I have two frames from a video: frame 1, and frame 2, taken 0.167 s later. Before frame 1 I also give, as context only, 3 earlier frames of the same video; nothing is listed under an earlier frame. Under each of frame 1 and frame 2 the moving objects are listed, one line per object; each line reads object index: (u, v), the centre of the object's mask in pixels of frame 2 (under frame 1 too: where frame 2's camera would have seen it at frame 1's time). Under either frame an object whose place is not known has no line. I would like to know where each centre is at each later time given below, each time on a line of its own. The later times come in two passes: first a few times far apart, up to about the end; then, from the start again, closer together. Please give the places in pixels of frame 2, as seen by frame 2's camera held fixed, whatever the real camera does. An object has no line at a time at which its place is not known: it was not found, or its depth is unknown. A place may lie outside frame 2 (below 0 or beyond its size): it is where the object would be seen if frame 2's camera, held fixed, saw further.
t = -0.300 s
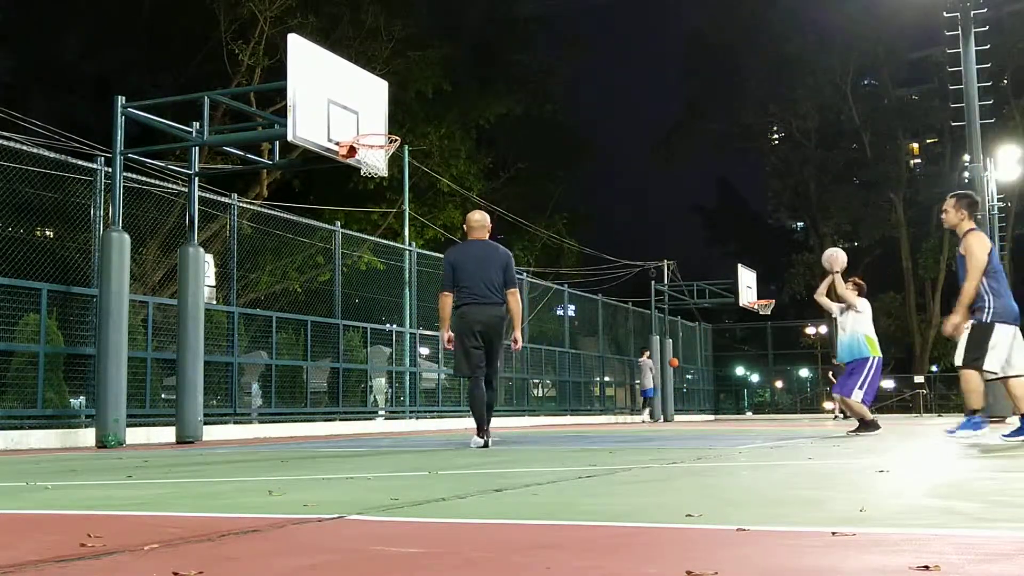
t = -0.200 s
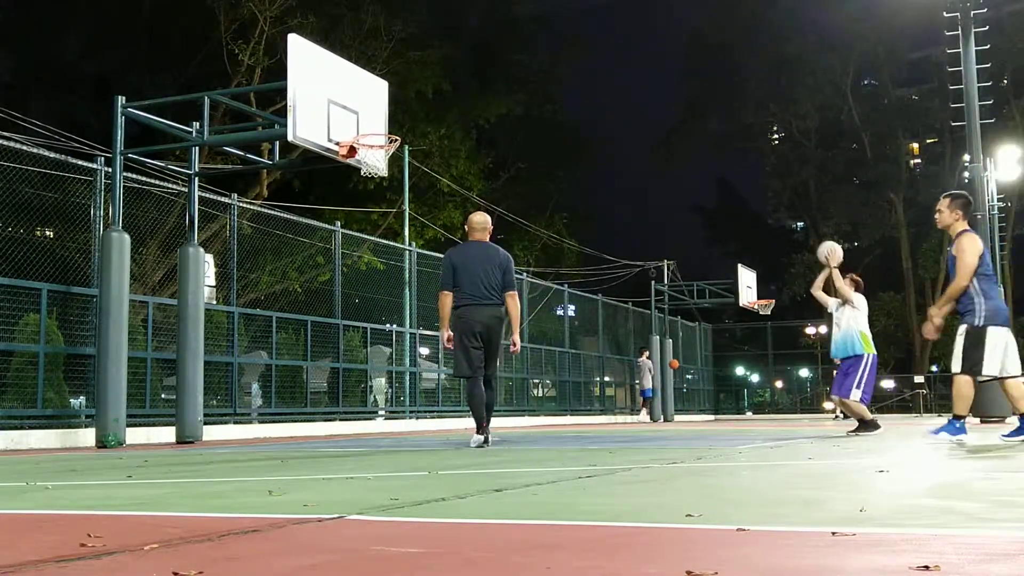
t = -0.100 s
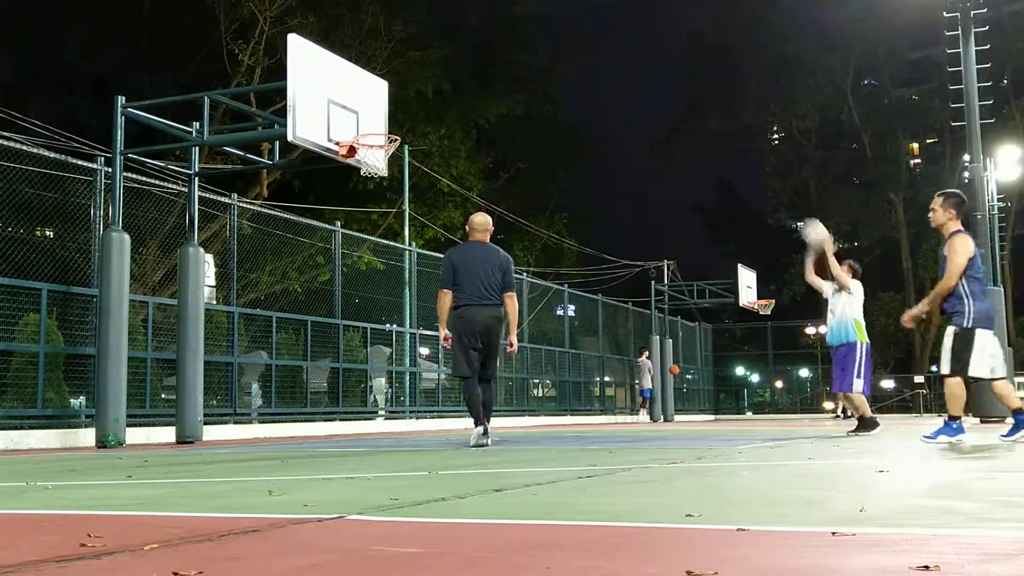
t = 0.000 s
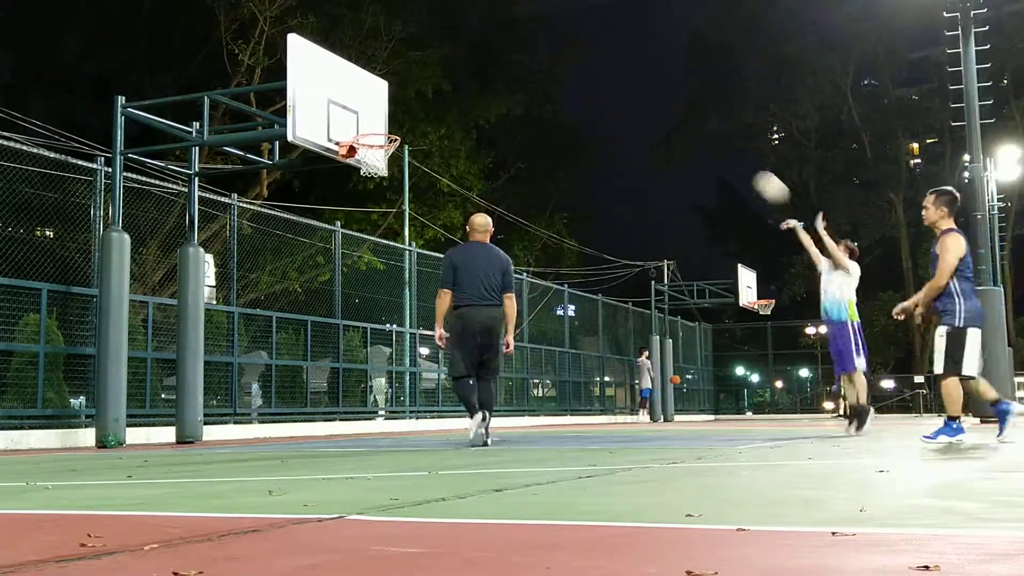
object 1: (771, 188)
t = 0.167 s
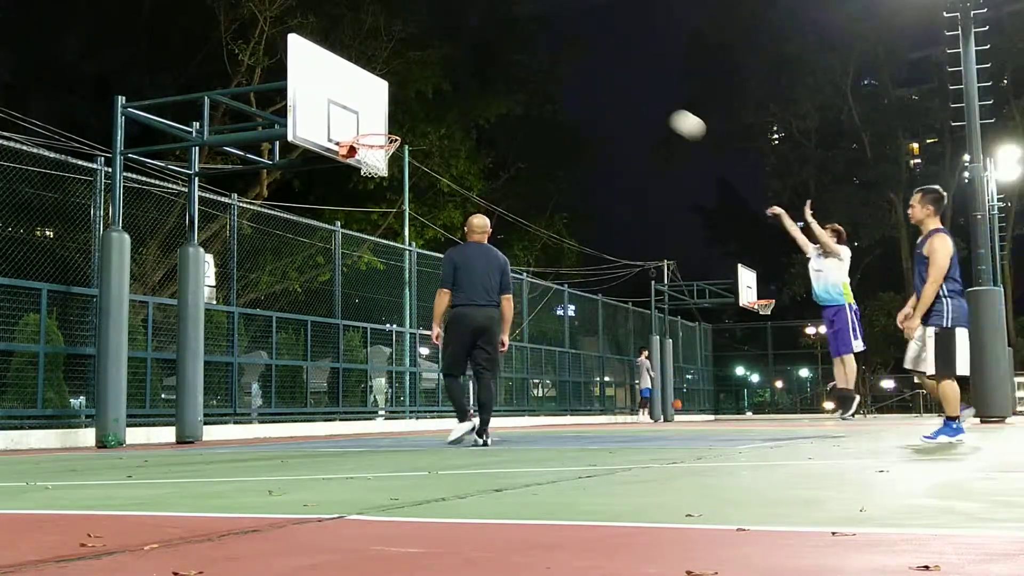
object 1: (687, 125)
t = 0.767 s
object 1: (403, 111)
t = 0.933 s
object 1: (364, 112)
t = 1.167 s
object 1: (396, 85)
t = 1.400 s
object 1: (427, 108)
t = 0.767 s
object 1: (403, 111)
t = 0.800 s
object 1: (393, 118)
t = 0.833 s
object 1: (374, 128)
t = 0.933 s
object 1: (364, 112)
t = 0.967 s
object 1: (367, 106)
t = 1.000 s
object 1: (372, 100)
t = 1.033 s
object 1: (378, 94)
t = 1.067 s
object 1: (383, 90)
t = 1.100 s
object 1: (387, 87)
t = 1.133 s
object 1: (391, 85)
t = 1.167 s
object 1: (396, 85)
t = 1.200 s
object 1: (400, 85)
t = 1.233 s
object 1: (404, 86)
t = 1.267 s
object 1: (408, 88)
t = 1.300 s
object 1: (413, 92)
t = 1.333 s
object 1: (418, 96)
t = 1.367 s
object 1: (423, 101)
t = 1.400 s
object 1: (427, 108)
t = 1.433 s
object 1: (432, 115)
